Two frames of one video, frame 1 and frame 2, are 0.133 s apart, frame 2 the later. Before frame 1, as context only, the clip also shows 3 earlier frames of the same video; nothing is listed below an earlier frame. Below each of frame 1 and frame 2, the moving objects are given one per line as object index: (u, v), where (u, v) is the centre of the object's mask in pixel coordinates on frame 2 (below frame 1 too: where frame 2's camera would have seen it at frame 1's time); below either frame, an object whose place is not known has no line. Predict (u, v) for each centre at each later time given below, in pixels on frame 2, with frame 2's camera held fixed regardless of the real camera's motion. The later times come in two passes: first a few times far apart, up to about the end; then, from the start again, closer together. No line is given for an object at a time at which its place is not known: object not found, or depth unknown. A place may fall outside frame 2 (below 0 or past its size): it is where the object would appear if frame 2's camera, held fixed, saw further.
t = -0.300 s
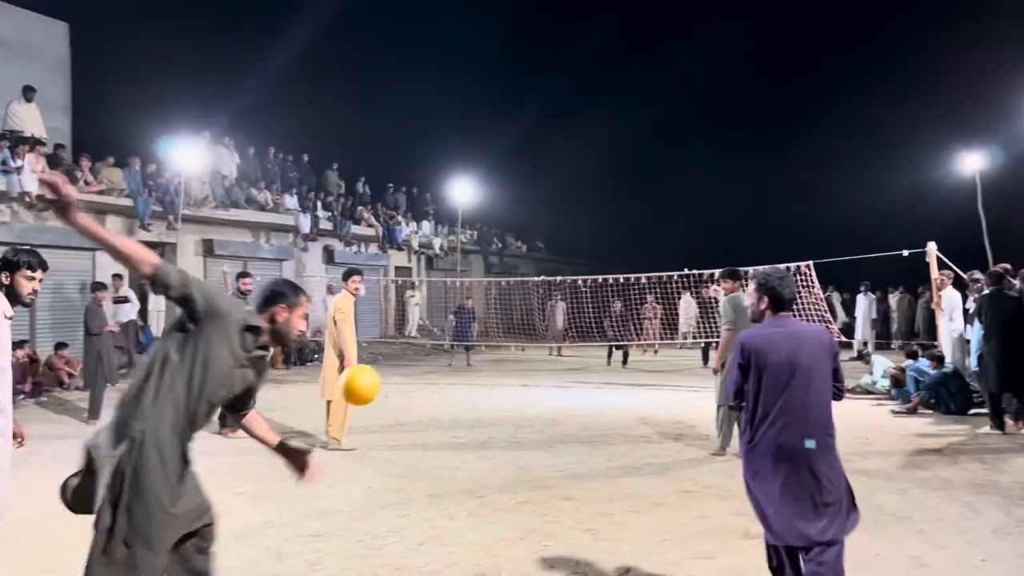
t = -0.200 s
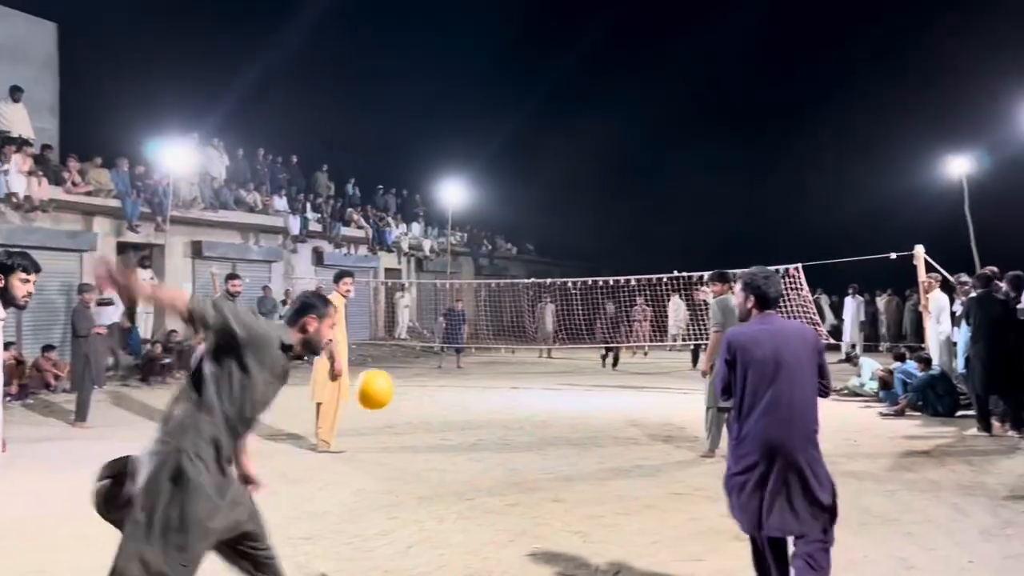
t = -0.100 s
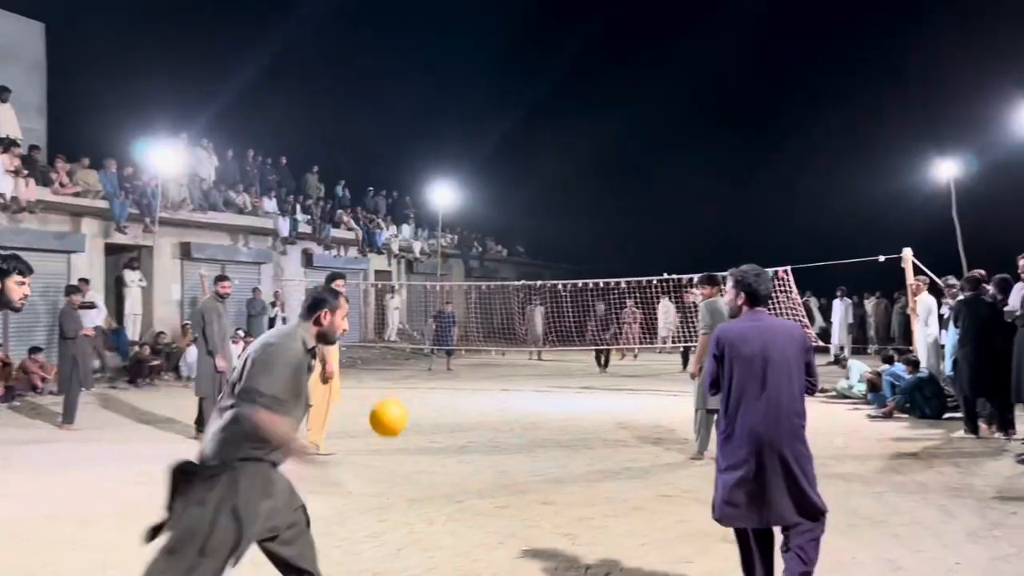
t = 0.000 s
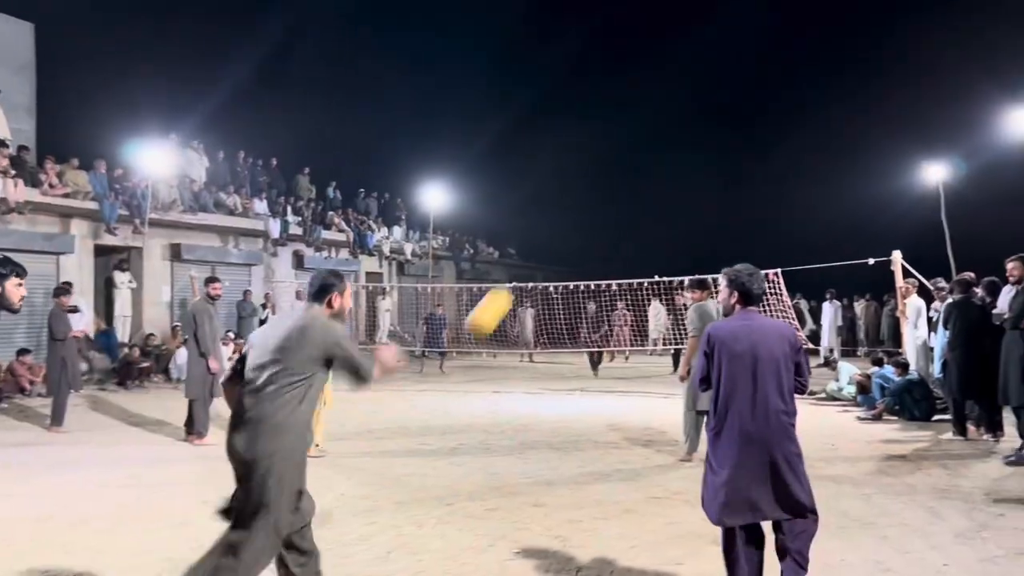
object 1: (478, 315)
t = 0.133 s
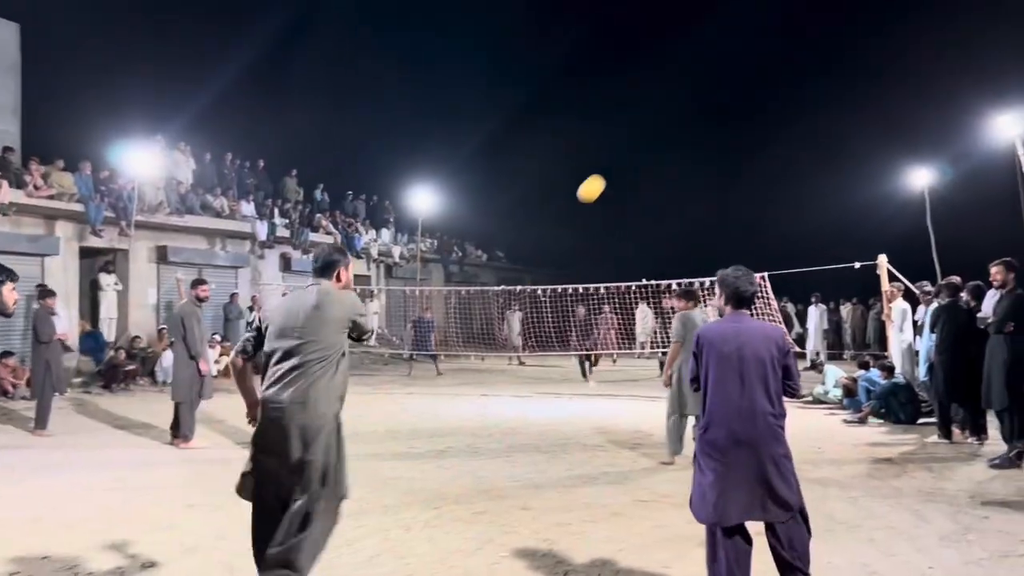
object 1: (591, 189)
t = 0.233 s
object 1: (638, 148)
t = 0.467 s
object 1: (700, 124)
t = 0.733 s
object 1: (738, 147)
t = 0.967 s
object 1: (762, 189)
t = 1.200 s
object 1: (780, 242)
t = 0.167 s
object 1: (609, 172)
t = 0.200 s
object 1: (624, 158)
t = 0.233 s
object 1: (638, 148)
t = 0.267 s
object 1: (650, 140)
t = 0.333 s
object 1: (670, 130)
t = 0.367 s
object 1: (678, 127)
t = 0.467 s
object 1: (700, 124)
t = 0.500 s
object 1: (706, 125)
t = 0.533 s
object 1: (711, 127)
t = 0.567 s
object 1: (716, 129)
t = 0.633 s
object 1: (726, 135)
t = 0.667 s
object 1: (730, 139)
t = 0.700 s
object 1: (734, 143)
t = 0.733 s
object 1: (738, 147)
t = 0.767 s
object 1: (742, 152)
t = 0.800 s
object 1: (746, 158)
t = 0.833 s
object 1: (749, 163)
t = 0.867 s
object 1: (753, 169)
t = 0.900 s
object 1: (756, 175)
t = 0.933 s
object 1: (759, 182)
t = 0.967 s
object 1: (762, 189)
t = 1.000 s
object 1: (765, 196)
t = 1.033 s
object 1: (768, 203)
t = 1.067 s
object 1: (771, 211)
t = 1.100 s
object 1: (773, 218)
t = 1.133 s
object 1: (775, 226)
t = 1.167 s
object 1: (777, 234)
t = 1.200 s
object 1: (780, 242)
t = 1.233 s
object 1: (782, 251)
